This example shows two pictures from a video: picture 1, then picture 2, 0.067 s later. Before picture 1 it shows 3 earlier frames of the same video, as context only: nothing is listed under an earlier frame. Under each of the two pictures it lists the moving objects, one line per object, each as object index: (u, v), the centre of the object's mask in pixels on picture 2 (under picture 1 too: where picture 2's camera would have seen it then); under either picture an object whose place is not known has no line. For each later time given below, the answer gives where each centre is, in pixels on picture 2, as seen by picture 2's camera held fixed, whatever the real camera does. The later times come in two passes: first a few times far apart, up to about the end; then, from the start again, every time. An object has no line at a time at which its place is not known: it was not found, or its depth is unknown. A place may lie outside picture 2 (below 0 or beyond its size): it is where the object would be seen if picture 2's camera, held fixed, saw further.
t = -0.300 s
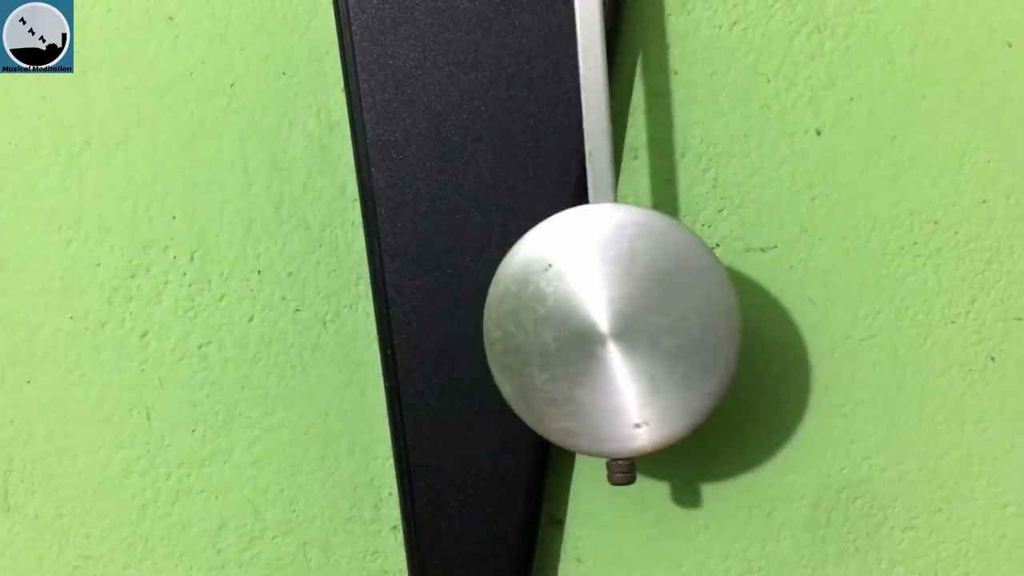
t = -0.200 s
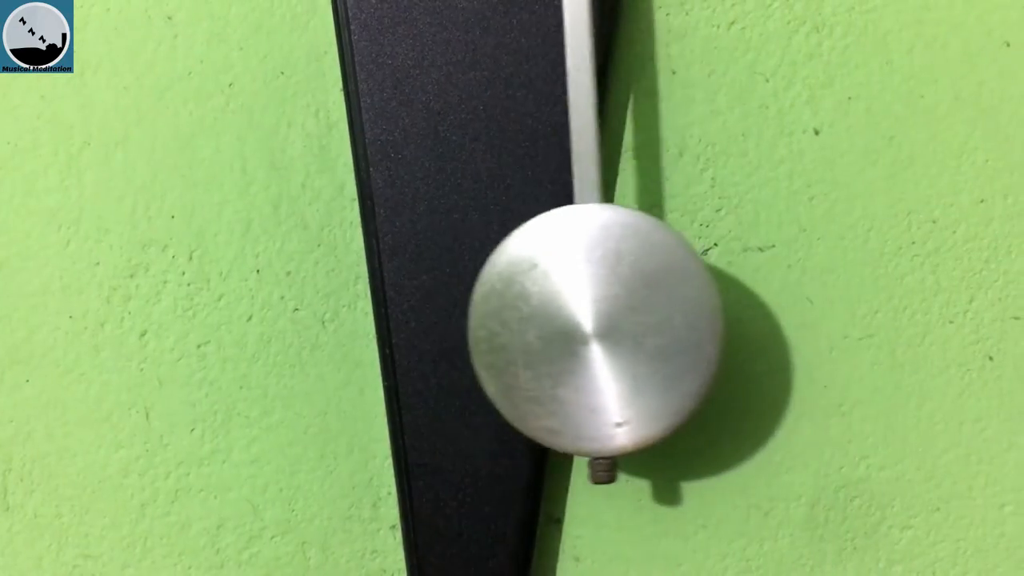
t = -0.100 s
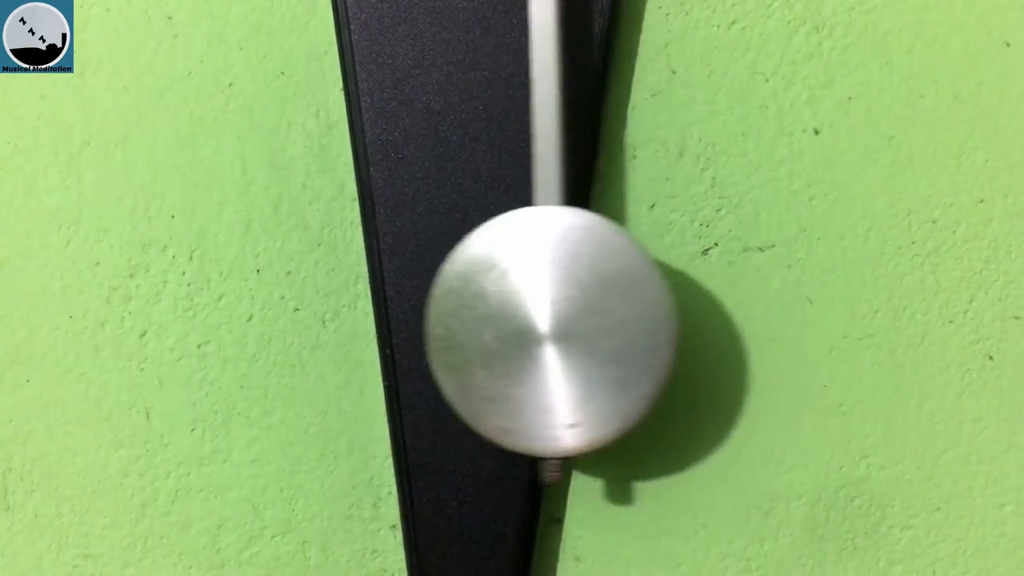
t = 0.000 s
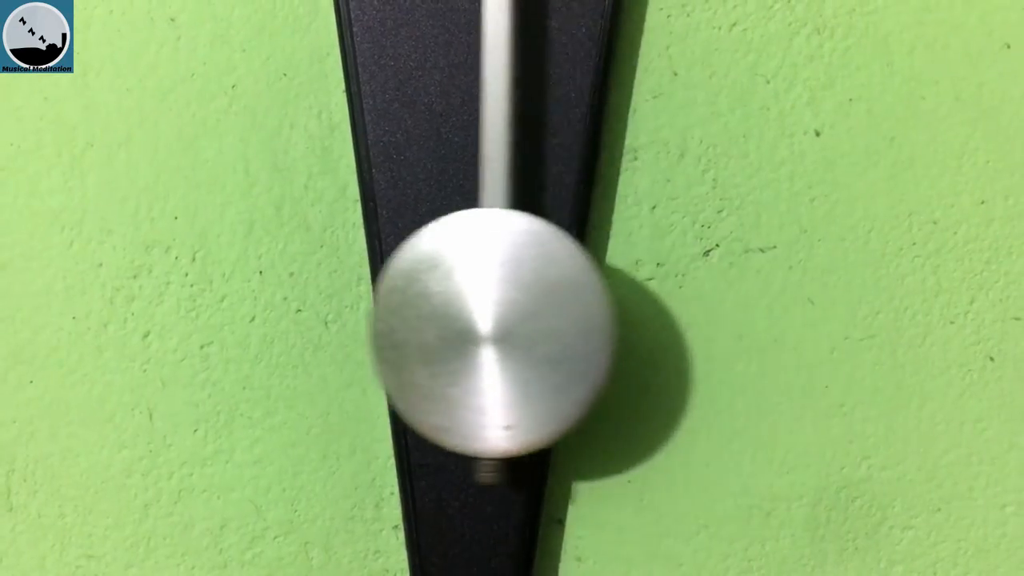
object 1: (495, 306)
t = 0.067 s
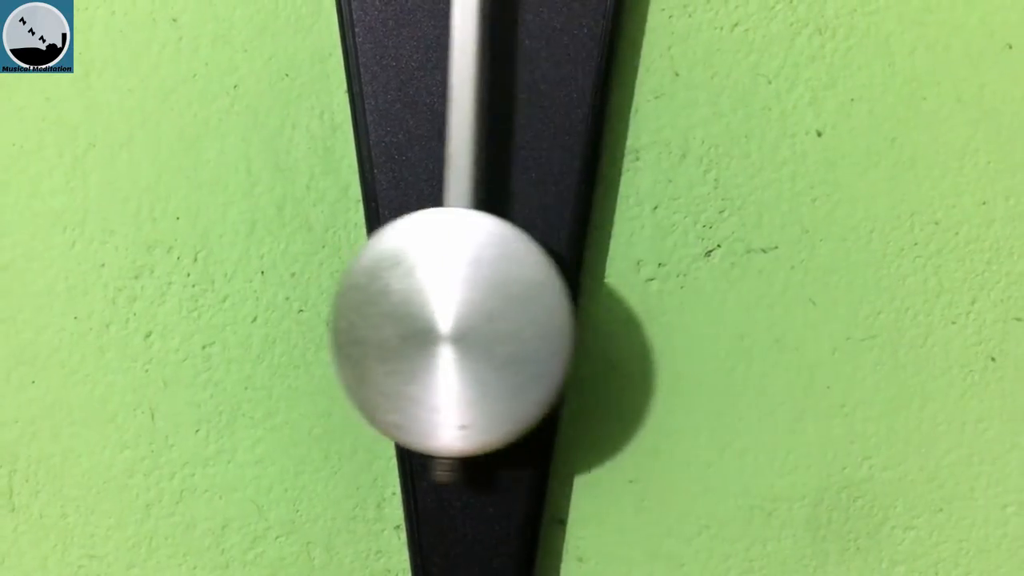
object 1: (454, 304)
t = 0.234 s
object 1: (381, 305)
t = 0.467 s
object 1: (424, 308)
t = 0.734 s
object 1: (584, 306)
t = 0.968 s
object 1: (604, 305)
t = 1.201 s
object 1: (477, 305)
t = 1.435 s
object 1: (375, 308)
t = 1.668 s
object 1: (438, 308)
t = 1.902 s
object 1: (576, 307)
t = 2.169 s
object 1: (591, 309)
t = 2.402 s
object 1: (455, 309)
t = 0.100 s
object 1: (435, 303)
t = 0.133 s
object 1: (418, 304)
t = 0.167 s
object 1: (403, 304)
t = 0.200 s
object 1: (390, 305)
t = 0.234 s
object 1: (381, 305)
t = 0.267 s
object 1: (376, 306)
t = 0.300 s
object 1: (374, 306)
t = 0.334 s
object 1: (377, 307)
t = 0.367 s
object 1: (384, 307)
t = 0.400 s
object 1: (394, 307)
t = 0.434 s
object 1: (408, 307)
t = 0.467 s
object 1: (424, 308)
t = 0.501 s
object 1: (443, 308)
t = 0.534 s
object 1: (463, 308)
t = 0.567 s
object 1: (485, 308)
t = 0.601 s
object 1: (506, 307)
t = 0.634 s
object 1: (528, 307)
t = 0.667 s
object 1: (549, 307)
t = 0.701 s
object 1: (567, 306)
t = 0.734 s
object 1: (584, 306)
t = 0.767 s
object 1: (598, 306)
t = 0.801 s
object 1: (608, 306)
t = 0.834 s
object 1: (615, 306)
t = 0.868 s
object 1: (618, 305)
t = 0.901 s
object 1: (617, 305)
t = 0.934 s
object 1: (612, 305)
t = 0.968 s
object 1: (604, 305)
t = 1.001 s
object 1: (592, 305)
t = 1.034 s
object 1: (577, 305)
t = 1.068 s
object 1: (559, 305)
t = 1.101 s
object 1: (539, 305)
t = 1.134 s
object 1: (519, 306)
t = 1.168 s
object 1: (498, 305)
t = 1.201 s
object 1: (477, 305)
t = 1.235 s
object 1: (457, 304)
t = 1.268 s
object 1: (437, 305)
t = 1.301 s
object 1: (419, 306)
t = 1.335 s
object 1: (403, 306)
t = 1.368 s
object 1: (390, 306)
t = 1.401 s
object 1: (381, 306)
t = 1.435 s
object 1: (375, 308)
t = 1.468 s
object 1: (374, 308)
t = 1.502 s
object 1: (376, 308)
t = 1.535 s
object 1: (381, 308)
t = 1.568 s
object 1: (391, 308)
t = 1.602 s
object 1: (404, 308)
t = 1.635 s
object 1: (420, 307)
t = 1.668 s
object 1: (438, 308)
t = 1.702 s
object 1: (458, 307)
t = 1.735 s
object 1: (478, 307)
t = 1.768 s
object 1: (499, 307)
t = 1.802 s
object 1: (520, 307)
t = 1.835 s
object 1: (540, 307)
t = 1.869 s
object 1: (559, 307)
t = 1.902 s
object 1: (576, 307)
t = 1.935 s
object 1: (590, 307)
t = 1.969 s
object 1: (601, 307)
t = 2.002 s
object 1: (609, 307)
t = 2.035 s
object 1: (613, 308)
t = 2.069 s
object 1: (613, 308)
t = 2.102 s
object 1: (609, 308)
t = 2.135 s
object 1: (602, 309)
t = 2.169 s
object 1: (591, 309)
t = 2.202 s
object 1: (576, 309)
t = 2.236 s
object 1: (559, 309)
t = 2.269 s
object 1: (540, 309)
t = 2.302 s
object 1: (519, 311)
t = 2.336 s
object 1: (498, 310)
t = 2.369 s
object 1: (477, 309)
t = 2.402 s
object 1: (455, 309)
